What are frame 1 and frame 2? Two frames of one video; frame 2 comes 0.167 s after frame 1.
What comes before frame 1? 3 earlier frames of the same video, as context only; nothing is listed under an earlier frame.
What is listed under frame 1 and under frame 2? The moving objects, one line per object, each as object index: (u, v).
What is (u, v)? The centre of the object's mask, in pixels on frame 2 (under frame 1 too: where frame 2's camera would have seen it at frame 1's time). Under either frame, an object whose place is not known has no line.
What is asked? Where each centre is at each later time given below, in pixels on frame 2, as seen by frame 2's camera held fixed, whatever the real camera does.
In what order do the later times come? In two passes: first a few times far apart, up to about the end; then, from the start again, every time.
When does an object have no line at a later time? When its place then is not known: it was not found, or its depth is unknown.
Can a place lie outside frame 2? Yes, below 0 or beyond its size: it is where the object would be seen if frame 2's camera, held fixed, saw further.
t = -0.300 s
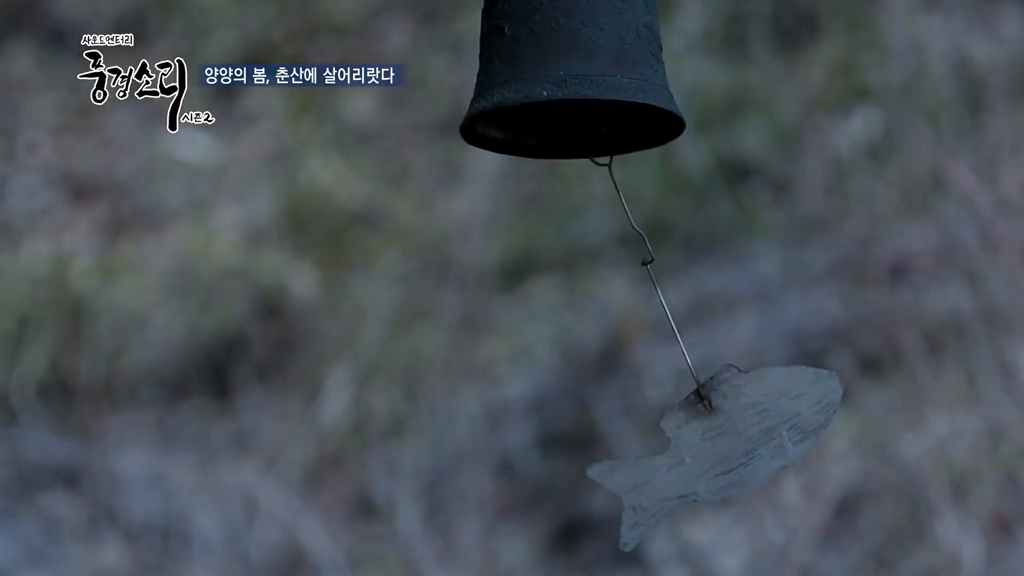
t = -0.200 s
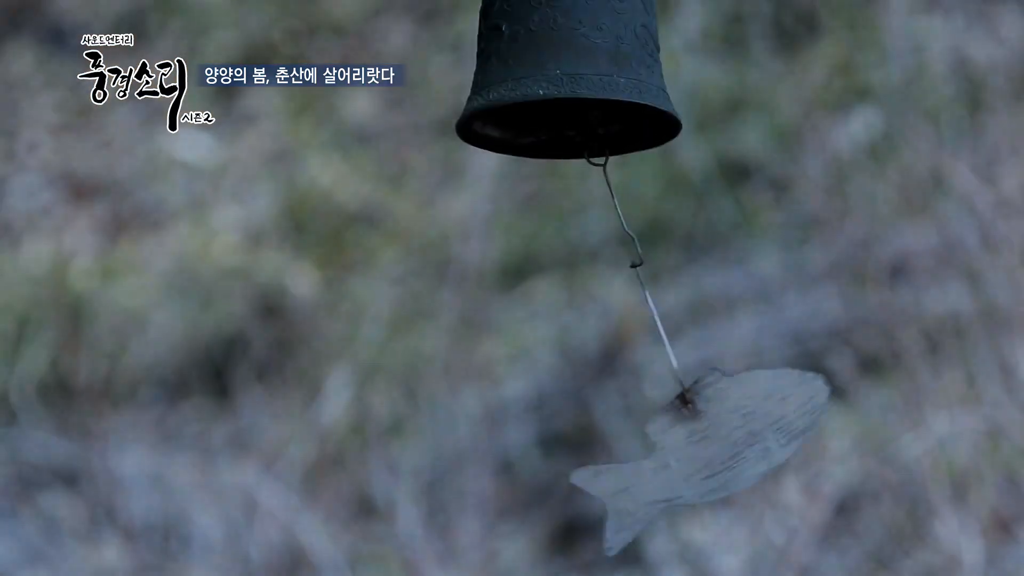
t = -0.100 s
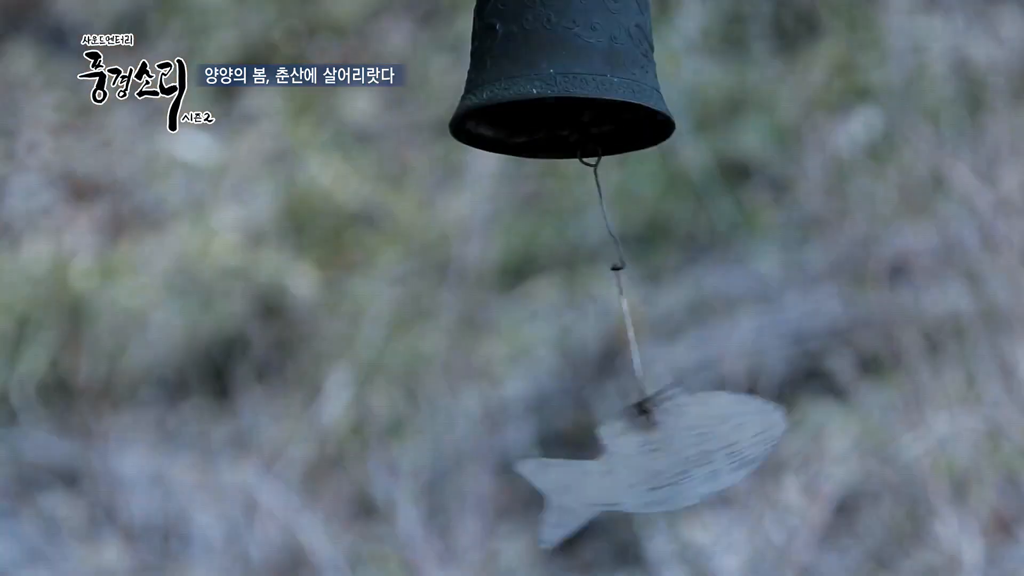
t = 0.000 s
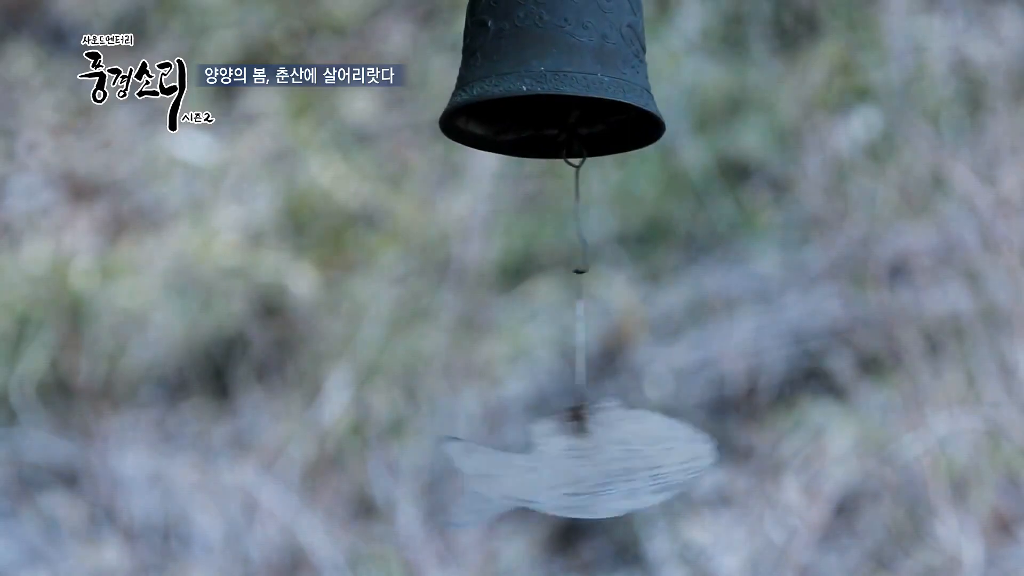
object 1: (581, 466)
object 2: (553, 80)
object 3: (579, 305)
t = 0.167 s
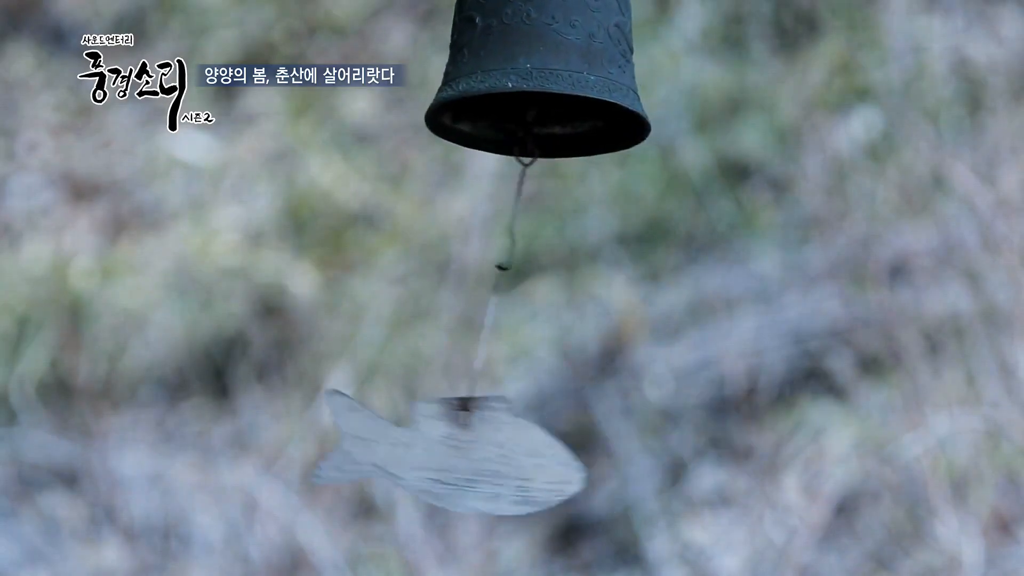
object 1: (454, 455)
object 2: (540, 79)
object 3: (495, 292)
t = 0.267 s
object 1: (403, 444)
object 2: (535, 79)
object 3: (462, 275)
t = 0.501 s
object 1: (414, 444)
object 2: (535, 79)
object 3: (475, 280)
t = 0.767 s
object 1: (595, 463)
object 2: (557, 80)
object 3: (573, 295)
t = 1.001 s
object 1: (689, 453)
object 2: (570, 80)
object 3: (637, 273)
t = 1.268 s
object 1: (601, 463)
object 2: (561, 79)
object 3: (589, 294)
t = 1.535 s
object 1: (434, 446)
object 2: (537, 79)
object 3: (485, 277)
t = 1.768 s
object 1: (414, 441)
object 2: (532, 79)
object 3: (468, 282)
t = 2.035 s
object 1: (560, 464)
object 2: (551, 79)
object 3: (556, 294)
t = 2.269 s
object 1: (669, 461)
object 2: (570, 79)
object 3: (624, 279)
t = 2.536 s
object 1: (611, 468)
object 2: (565, 79)
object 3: (594, 295)
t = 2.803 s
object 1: (453, 446)
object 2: (539, 78)
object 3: (496, 278)
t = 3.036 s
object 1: (404, 430)
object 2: (529, 78)
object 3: (460, 269)
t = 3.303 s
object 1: (516, 460)
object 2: (548, 78)
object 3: (533, 292)
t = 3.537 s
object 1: (656, 463)
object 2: (568, 79)
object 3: (618, 287)
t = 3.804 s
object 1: (658, 463)
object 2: (567, 79)
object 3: (621, 286)
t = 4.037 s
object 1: (518, 461)
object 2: (546, 79)
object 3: (535, 294)
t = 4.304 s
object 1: (397, 426)
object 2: (533, 77)
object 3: (457, 268)
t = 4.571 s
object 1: (481, 448)
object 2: (545, 78)
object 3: (511, 289)
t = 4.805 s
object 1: (640, 460)
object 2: (563, 78)
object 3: (604, 286)
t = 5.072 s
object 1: (677, 459)
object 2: (568, 79)
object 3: (628, 282)
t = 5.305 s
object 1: (549, 464)
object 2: (553, 77)
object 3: (558, 299)
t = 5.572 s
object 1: (412, 435)
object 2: (536, 76)
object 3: (464, 276)
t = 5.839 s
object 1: (466, 442)
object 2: (539, 76)
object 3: (504, 278)
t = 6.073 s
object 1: (622, 455)
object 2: (558, 77)
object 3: (591, 286)
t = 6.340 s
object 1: (684, 455)
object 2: (570, 77)
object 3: (637, 285)
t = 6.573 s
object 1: (582, 467)
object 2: (559, 77)
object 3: (579, 299)
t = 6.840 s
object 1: (439, 443)
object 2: (537, 76)
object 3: (485, 275)
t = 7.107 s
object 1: (444, 436)
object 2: (535, 76)
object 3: (483, 276)
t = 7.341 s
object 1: (563, 455)
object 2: (553, 77)
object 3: (561, 291)
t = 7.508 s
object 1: (644, 460)
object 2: (567, 77)
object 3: (610, 286)
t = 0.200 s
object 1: (434, 452)
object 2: (538, 79)
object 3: (483, 284)
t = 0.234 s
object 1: (418, 448)
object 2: (537, 79)
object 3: (471, 282)
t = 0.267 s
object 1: (403, 444)
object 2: (535, 79)
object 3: (462, 275)
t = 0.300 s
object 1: (392, 440)
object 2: (533, 79)
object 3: (458, 275)
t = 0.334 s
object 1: (386, 437)
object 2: (532, 79)
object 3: (457, 272)
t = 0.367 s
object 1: (384, 436)
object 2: (532, 79)
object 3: (455, 275)
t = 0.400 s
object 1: (385, 436)
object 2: (533, 79)
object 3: (457, 275)
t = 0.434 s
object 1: (391, 437)
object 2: (533, 79)
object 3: (462, 273)
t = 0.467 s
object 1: (400, 439)
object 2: (534, 79)
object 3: (466, 282)
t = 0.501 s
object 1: (414, 444)
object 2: (535, 79)
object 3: (475, 280)
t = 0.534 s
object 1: (430, 448)
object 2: (537, 79)
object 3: (482, 285)
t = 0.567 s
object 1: (450, 452)
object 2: (540, 79)
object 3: (492, 287)
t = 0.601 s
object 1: (473, 457)
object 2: (542, 79)
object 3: (502, 295)
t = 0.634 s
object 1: (496, 461)
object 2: (545, 80)
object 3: (514, 297)
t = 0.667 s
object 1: (521, 463)
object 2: (549, 79)
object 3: (529, 295)
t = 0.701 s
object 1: (548, 464)
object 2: (552, 80)
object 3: (543, 296)
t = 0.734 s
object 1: (572, 464)
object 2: (555, 80)
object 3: (559, 296)
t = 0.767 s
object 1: (595, 463)
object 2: (557, 80)
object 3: (573, 295)
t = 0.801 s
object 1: (616, 462)
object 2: (559, 80)
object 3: (586, 289)
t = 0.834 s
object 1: (635, 460)
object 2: (562, 80)
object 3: (600, 288)
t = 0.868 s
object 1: (652, 459)
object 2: (565, 80)
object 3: (613, 286)
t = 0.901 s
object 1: (666, 457)
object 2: (566, 80)
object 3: (623, 281)
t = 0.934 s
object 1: (677, 455)
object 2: (568, 79)
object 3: (633, 283)
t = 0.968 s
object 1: (685, 453)
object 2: (570, 79)
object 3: (639, 282)
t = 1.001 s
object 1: (689, 453)
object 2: (570, 80)
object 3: (637, 273)
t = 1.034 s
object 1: (690, 452)
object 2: (571, 80)
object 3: (637, 274)
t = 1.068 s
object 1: (687, 453)
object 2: (571, 80)
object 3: (634, 274)
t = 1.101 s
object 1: (680, 454)
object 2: (570, 79)
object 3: (631, 281)
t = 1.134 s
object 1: (669, 456)
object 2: (569, 80)
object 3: (625, 284)
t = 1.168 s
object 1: (657, 458)
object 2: (567, 79)
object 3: (619, 287)
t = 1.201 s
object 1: (641, 460)
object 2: (566, 79)
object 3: (610, 287)
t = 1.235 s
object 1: (622, 462)
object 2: (564, 79)
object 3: (601, 293)
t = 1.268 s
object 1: (601, 463)
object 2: (561, 79)
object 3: (589, 294)
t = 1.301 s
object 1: (580, 463)
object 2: (558, 79)
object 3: (575, 293)
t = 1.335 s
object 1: (556, 463)
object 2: (555, 79)
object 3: (561, 293)
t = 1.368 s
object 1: (533, 461)
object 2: (551, 79)
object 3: (548, 293)
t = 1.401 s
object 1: (508, 459)
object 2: (548, 79)
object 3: (534, 292)
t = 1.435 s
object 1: (490, 456)
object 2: (546, 79)
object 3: (521, 288)
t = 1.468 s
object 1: (469, 453)
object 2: (542, 79)
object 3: (507, 287)
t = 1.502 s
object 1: (452, 449)
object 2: (540, 79)
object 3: (496, 283)
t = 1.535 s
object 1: (434, 446)
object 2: (537, 79)
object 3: (485, 277)
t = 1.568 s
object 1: (424, 443)
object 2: (535, 78)
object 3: (475, 279)
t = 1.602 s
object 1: (415, 441)
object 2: (534, 78)
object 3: (467, 278)
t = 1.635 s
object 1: (407, 440)
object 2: (532, 79)
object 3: (462, 277)
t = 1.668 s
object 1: (403, 439)
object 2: (531, 78)
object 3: (459, 275)
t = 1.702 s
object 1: (403, 439)
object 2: (531, 78)
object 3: (459, 276)
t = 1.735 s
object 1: (407, 439)
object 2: (532, 78)
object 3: (463, 276)
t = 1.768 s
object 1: (414, 441)
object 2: (532, 79)
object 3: (468, 282)
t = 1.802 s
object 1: (424, 443)
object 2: (533, 79)
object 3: (475, 285)
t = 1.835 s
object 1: (436, 446)
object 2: (534, 79)
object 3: (485, 282)
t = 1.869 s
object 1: (454, 450)
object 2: (536, 79)
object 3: (496, 285)
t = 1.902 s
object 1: (473, 454)
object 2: (539, 79)
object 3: (507, 287)
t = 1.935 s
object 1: (493, 458)
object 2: (542, 79)
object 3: (518, 291)
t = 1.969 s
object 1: (510, 461)
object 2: (546, 79)
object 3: (530, 297)
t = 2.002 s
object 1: (537, 463)
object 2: (548, 79)
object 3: (542, 295)
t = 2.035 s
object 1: (560, 464)
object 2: (551, 79)
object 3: (556, 294)
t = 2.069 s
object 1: (583, 465)
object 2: (555, 79)
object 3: (569, 297)
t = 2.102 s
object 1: (604, 464)
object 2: (559, 79)
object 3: (581, 294)
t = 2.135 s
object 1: (622, 463)
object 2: (561, 79)
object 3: (593, 291)
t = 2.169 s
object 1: (639, 462)
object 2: (564, 79)
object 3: (603, 289)
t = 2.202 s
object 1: (651, 462)
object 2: (566, 79)
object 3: (611, 286)
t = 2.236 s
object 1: (661, 461)
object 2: (568, 79)
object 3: (618, 284)
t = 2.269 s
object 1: (669, 461)
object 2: (570, 79)
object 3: (624, 279)
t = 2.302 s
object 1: (673, 461)
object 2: (571, 79)
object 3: (628, 276)
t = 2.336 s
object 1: (674, 461)
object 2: (572, 79)
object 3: (631, 277)
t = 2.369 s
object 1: (671, 461)
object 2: (572, 79)
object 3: (629, 279)
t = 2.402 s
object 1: (664, 462)
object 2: (571, 79)
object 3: (625, 282)
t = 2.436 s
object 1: (655, 464)
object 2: (570, 79)
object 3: (618, 285)
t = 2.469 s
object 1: (644, 465)
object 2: (569, 79)
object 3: (611, 289)
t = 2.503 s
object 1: (628, 467)
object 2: (567, 79)
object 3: (603, 291)
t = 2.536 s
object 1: (611, 468)
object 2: (565, 79)
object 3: (594, 295)
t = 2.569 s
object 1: (592, 469)
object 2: (562, 79)
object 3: (583, 297)
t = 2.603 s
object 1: (573, 468)
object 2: (559, 79)
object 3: (571, 298)
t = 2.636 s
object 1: (551, 466)
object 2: (556, 79)
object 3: (557, 296)
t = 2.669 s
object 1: (529, 464)
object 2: (552, 79)
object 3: (544, 293)
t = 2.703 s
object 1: (509, 460)
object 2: (548, 79)
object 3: (531, 288)
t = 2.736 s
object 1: (488, 456)
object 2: (545, 79)
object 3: (520, 280)
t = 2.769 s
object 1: (470, 451)
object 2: (542, 79)
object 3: (508, 280)
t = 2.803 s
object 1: (453, 446)
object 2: (539, 78)
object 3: (496, 278)
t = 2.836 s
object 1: (438, 441)
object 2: (536, 78)
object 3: (486, 275)
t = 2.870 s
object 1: (423, 437)
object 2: (533, 79)
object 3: (477, 273)
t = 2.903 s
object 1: (415, 434)
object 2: (532, 79)
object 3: (469, 272)
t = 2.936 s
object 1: (408, 432)
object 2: (530, 78)
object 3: (464, 270)
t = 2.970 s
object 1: (404, 429)
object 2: (530, 78)
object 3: (461, 268)
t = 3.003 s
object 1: (403, 429)
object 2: (530, 78)
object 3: (461, 264)
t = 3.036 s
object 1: (404, 430)
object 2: (529, 78)
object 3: (460, 269)
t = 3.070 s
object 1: (410, 432)
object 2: (530, 78)
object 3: (463, 270)
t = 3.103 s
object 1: (419, 435)
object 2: (532, 78)
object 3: (468, 273)
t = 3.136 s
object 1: (429, 438)
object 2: (534, 78)
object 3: (476, 271)
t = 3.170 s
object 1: (442, 443)
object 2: (535, 78)
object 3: (484, 278)
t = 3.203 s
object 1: (459, 447)
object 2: (538, 78)
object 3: (495, 281)
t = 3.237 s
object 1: (478, 452)
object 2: (541, 79)
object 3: (507, 286)
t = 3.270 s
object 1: (497, 456)
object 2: (545, 78)
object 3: (520, 287)
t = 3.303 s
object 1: (516, 460)
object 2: (548, 78)
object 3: (533, 292)
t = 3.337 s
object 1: (539, 463)
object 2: (551, 79)
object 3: (547, 293)
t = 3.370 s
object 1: (563, 465)
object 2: (554, 79)
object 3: (561, 295)
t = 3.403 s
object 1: (586, 466)
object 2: (558, 79)
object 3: (575, 297)
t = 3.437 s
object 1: (606, 466)
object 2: (561, 79)
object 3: (588, 295)
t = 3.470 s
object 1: (625, 465)
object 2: (564, 79)
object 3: (600, 291)
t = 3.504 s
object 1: (642, 464)
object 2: (566, 79)
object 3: (610, 289)
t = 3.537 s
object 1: (656, 463)
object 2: (568, 79)
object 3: (618, 287)
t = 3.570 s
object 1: (668, 462)
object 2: (569, 79)
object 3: (625, 285)
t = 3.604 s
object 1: (676, 460)
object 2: (570, 79)
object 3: (629, 280)
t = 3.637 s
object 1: (682, 459)
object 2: (572, 79)
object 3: (632, 277)
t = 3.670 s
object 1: (684, 458)
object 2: (571, 79)
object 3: (633, 276)
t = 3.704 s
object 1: (681, 459)
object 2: (570, 79)
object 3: (632, 276)
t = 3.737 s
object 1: (677, 460)
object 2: (570, 79)
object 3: (630, 279)
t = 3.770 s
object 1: (669, 461)
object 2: (569, 79)
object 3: (627, 287)
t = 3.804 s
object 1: (658, 463)
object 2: (567, 79)
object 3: (621, 286)
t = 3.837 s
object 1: (643, 465)
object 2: (564, 79)
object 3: (613, 290)
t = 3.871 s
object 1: (626, 466)
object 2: (561, 79)
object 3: (603, 295)
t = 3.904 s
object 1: (606, 467)
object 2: (558, 79)
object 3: (590, 296)
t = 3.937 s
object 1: (586, 466)
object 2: (556, 78)
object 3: (577, 300)
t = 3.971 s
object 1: (564, 465)
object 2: (553, 78)
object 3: (564, 297)
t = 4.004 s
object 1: (541, 463)
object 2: (550, 79)
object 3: (550, 296)
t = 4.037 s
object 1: (518, 461)
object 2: (546, 79)
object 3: (535, 294)
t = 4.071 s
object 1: (496, 457)
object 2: (544, 78)
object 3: (520, 291)
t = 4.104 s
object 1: (475, 451)
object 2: (541, 78)
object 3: (506, 289)
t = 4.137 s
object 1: (456, 447)
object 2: (539, 78)
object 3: (493, 287)
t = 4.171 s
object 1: (438, 441)
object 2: (536, 78)
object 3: (481, 283)
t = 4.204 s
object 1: (422, 437)
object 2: (535, 78)
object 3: (472, 278)
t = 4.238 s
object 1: (411, 433)
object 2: (534, 78)
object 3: (466, 271)
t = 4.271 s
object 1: (402, 429)
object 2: (533, 77)
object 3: (459, 271)
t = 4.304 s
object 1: (397, 426)
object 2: (533, 77)
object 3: (457, 268)
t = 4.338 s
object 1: (395, 425)
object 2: (533, 77)
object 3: (457, 269)
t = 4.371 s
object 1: (396, 425)
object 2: (533, 77)
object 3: (460, 267)
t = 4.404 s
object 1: (403, 427)
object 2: (534, 77)
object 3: (464, 271)
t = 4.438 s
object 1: (412, 429)
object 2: (536, 77)
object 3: (470, 274)
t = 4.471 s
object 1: (426, 433)
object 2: (538, 77)
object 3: (480, 274)
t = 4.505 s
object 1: (439, 438)
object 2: (539, 78)
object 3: (494, 258)
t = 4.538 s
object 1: (460, 443)
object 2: (542, 78)
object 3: (499, 285)
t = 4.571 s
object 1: (481, 448)
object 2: (545, 78)
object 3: (511, 289)
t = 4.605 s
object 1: (503, 452)
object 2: (548, 78)
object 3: (525, 286)
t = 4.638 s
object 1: (530, 457)
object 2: (551, 78)
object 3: (538, 287)
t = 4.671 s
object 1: (553, 459)
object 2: (553, 78)
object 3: (552, 276)
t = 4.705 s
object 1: (577, 461)
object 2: (556, 78)
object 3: (566, 293)
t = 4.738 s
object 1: (600, 461)
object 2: (559, 78)
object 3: (580, 290)
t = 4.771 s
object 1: (621, 460)
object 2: (562, 78)
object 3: (593, 291)
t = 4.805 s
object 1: (640, 460)
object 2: (563, 78)
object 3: (604, 286)
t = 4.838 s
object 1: (656, 459)
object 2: (565, 78)
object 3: (615, 285)
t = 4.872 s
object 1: (669, 458)
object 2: (567, 78)
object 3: (624, 284)
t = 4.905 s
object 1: (680, 457)
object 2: (568, 78)
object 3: (631, 283)
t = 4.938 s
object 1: (687, 456)
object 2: (568, 78)
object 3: (637, 283)
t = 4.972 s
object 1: (689, 456)
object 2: (569, 79)
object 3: (636, 278)
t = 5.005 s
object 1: (689, 456)
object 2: (569, 79)
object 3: (635, 280)
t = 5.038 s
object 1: (685, 457)
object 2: (569, 78)
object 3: (632, 283)
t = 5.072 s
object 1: (677, 459)
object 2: (568, 79)
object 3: (628, 282)
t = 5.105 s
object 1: (666, 461)
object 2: (567, 79)
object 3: (622, 287)
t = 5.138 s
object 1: (651, 463)
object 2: (564, 79)
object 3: (615, 291)
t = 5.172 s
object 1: (634, 465)
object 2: (562, 79)
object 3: (607, 295)
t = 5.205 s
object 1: (614, 467)
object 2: (560, 79)
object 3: (597, 298)
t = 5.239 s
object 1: (594, 467)
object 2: (558, 78)
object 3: (585, 299)
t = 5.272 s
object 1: (571, 467)
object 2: (555, 78)
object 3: (571, 302)
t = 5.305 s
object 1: (549, 464)
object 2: (553, 77)
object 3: (558, 299)
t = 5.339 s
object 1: (525, 462)
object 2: (550, 77)
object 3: (543, 293)
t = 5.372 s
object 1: (503, 459)
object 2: (547, 77)
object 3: (529, 294)
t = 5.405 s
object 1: (482, 455)
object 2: (545, 77)
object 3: (516, 287)
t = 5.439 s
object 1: (464, 450)
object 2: (543, 77)
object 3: (502, 288)
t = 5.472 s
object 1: (447, 446)
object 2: (541, 77)
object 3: (490, 287)
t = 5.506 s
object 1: (432, 441)
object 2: (539, 76)
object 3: (481, 282)
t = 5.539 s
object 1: (421, 438)
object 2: (537, 76)
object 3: (471, 279)
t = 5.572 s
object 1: (412, 435)
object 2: (536, 76)
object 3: (464, 276)
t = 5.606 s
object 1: (406, 432)
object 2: (535, 76)
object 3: (461, 273)
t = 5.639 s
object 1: (404, 431)
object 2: (534, 76)
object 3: (461, 272)
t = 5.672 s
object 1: (406, 430)
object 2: (534, 75)
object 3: (464, 271)
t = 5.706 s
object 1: (412, 430)
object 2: (535, 75)
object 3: (468, 274)
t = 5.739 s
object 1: (420, 432)
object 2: (535, 75)
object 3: (474, 277)
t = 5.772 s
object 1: (431, 435)
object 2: (535, 76)
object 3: (483, 274)
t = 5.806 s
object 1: (448, 438)
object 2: (537, 76)
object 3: (494, 276)
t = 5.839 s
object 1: (466, 442)
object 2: (539, 76)
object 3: (504, 278)
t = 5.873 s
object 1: (485, 445)
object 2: (541, 76)
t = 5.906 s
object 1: (507, 449)
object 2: (544, 76)
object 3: (527, 282)
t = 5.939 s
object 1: (529, 453)
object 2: (546, 77)
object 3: (539, 288)
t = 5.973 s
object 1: (554, 454)
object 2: (550, 76)
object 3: (552, 288)
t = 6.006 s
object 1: (570, 457)
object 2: (553, 76)
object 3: (566, 290)
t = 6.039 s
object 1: (599, 455)
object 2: (556, 77)
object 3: (578, 288)
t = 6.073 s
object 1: (622, 455)
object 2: (558, 77)
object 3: (591, 286)
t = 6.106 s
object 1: (641, 453)
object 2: (561, 77)
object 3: (603, 286)
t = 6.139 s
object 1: (656, 453)
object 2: (563, 77)
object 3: (613, 286)
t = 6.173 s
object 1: (669, 453)
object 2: (565, 77)
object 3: (623, 289)
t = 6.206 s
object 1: (679, 452)
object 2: (567, 77)
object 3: (630, 287)
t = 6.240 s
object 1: (686, 452)
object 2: (568, 77)
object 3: (637, 283)
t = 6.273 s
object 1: (688, 453)
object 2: (569, 78)
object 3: (638, 278)
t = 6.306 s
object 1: (688, 453)
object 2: (570, 77)
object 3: (640, 284)
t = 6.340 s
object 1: (684, 455)
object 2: (570, 77)
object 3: (637, 285)
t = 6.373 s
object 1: (678, 456)
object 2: (570, 77)
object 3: (631, 284)
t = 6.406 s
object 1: (666, 459)
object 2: (569, 78)
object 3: (627, 295)
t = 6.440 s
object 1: (654, 461)
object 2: (568, 78)
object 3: (619, 291)
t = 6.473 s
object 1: (639, 463)
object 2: (567, 77)
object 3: (610, 291)
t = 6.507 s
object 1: (622, 465)
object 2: (565, 77)
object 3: (602, 294)
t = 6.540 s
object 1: (602, 466)
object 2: (562, 77)
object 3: (591, 298)
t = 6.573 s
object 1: (582, 467)
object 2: (559, 77)
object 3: (579, 299)
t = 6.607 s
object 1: (559, 466)
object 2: (557, 77)
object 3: (565, 301)
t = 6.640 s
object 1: (539, 464)
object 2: (554, 77)
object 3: (552, 301)
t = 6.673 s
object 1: (512, 462)
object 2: (551, 77)
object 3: (539, 295)
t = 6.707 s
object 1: (498, 459)
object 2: (547, 77)
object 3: (527, 290)
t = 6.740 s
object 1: (481, 455)
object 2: (545, 77)
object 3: (515, 284)
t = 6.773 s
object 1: (464, 451)
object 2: (542, 77)
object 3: (504, 282)
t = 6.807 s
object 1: (451, 447)
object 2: (540, 76)
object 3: (494, 279)
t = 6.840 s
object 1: (439, 443)
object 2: (537, 76)
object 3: (485, 275)
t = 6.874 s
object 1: (431, 440)
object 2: (536, 76)
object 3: (477, 277)
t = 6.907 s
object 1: (424, 437)
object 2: (534, 76)
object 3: (471, 276)
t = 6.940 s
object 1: (420, 435)
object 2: (533, 76)
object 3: (469, 270)
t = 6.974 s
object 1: (420, 433)
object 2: (532, 76)
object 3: (468, 270)
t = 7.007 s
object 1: (421, 433)
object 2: (532, 75)
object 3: (469, 269)
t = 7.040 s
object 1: (427, 433)
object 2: (533, 76)
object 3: (471, 276)
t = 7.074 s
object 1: (434, 434)
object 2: (534, 76)
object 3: (476, 276)
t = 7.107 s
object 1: (444, 436)
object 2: (535, 76)
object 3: (483, 276)
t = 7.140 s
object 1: (456, 438)
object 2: (536, 76)
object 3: (492, 272)
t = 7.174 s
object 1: (472, 441)
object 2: (539, 76)
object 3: (502, 274)
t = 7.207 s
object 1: (487, 444)
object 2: (541, 76)
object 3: (512, 279)
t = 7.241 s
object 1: (505, 447)
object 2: (544, 77)
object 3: (524, 282)
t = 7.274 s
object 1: (524, 450)
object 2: (547, 76)
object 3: (536, 287)
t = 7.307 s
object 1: (544, 454)
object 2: (550, 77)
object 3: (549, 289)
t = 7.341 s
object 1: (563, 455)
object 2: (553, 77)
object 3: (561, 291)
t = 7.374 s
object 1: (582, 457)
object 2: (557, 77)
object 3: (572, 288)
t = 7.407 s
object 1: (600, 458)
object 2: (559, 77)
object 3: (583, 285)
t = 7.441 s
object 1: (617, 459)
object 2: (562, 77)
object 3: (594, 286)
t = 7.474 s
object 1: (631, 460)
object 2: (564, 77)
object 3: (602, 285)
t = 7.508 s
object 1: (644, 460)
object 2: (567, 77)
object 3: (610, 286)
